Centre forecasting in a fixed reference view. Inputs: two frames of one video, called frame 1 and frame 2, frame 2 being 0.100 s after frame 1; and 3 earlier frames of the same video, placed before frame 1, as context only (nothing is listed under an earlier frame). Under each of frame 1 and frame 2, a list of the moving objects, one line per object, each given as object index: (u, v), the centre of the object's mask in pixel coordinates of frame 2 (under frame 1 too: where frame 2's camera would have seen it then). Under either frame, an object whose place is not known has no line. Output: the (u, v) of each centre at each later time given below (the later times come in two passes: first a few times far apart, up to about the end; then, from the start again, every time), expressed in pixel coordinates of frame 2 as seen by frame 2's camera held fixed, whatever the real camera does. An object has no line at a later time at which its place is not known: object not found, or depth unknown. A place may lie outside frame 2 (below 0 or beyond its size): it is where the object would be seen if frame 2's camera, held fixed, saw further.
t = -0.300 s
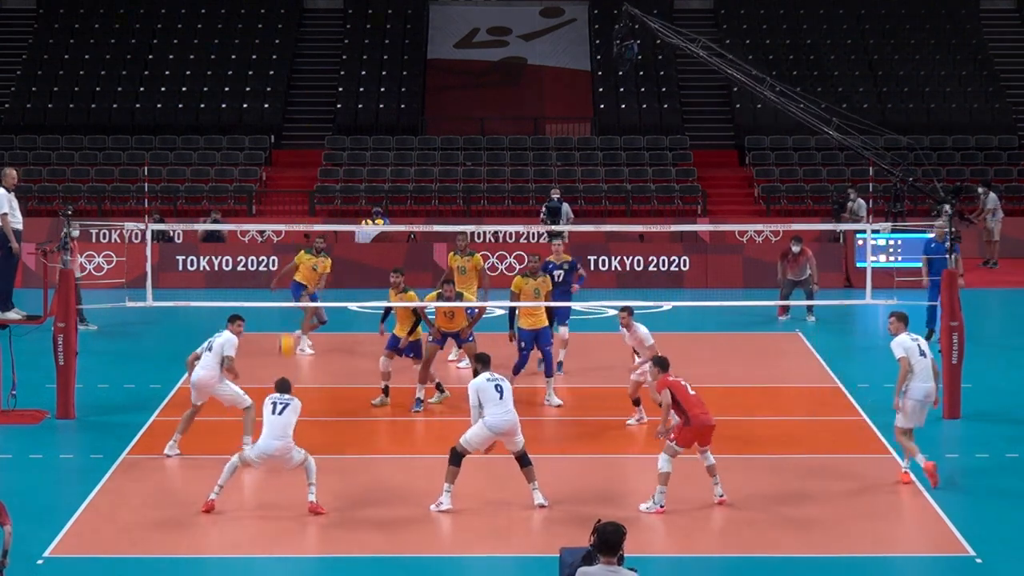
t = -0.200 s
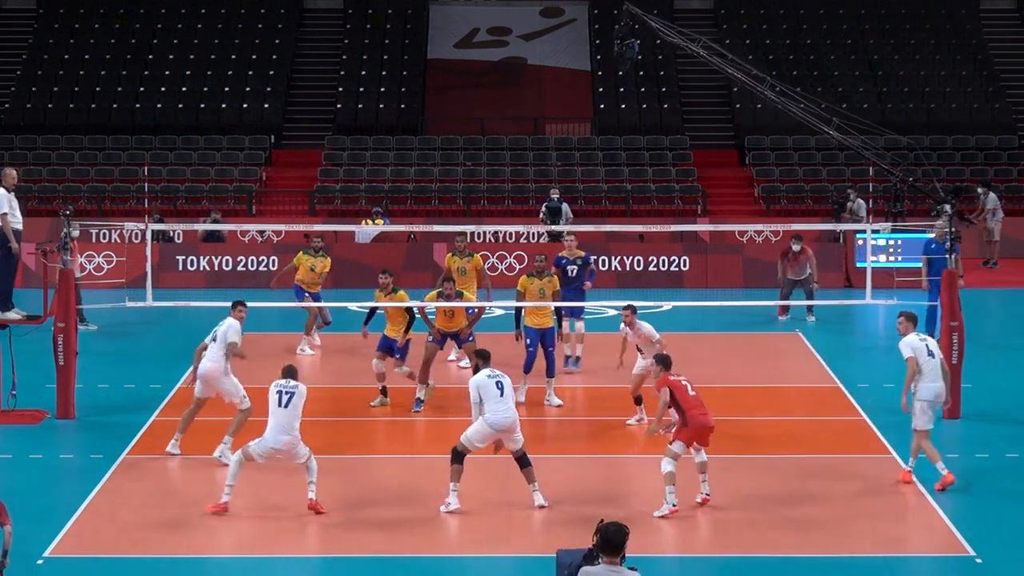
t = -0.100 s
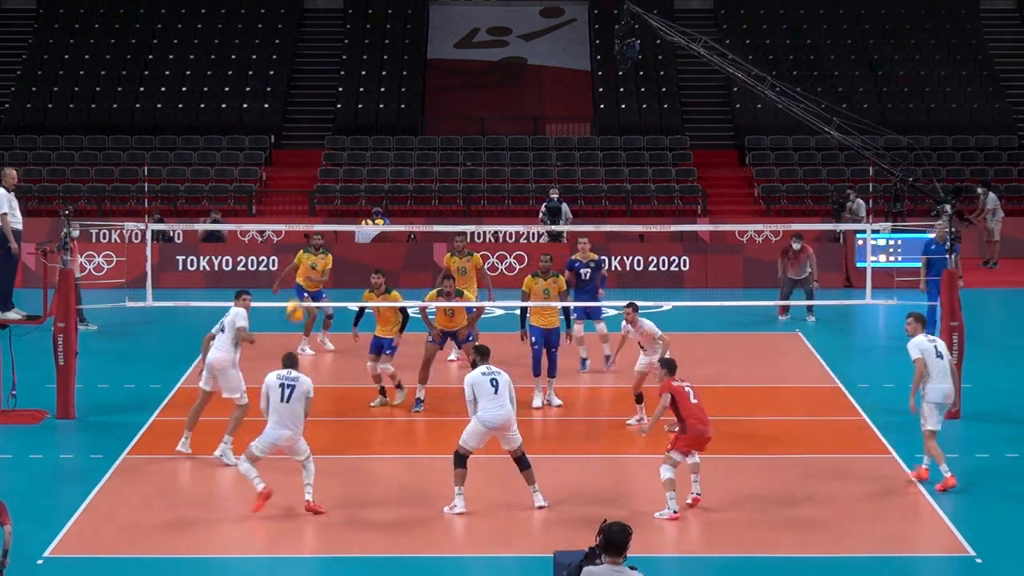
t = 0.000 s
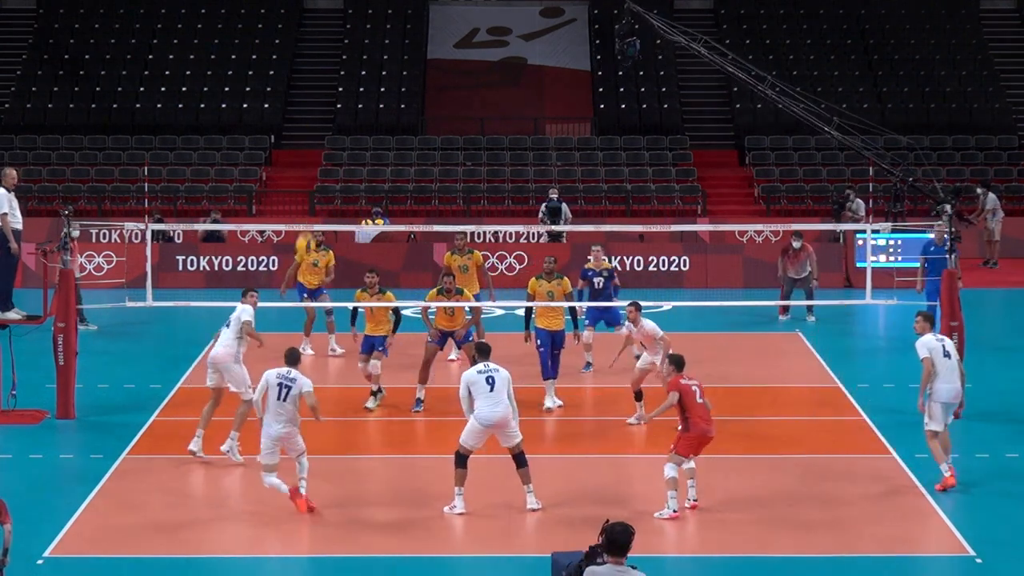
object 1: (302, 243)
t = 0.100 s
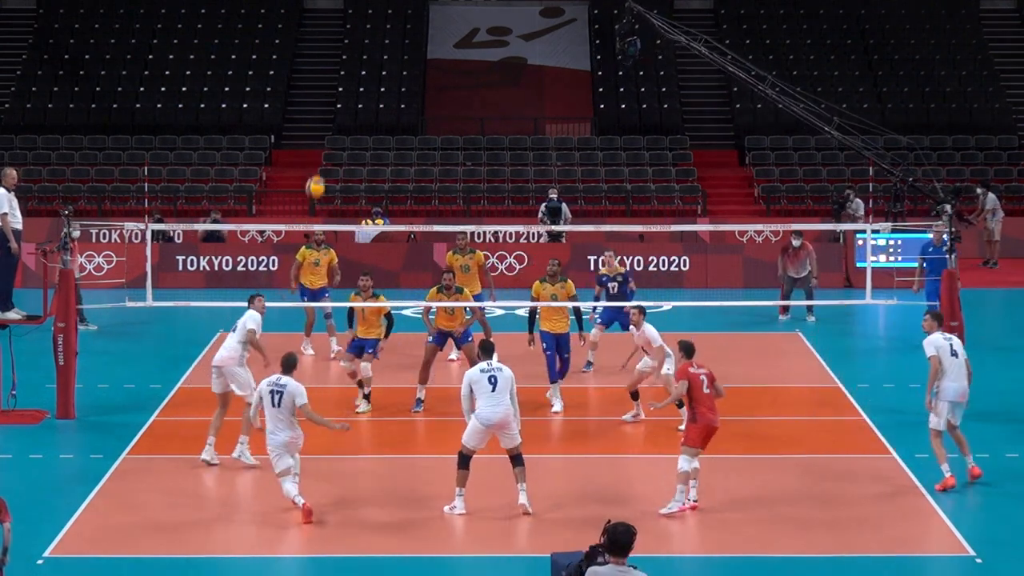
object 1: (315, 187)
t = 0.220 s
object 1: (326, 133)
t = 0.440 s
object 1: (346, 69)
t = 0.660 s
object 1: (364, 49)
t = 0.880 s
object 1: (381, 68)
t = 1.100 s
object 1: (396, 123)
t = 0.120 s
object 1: (317, 177)
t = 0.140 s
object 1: (319, 167)
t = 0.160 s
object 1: (321, 158)
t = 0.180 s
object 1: (322, 150)
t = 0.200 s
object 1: (324, 141)
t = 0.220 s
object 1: (326, 133)
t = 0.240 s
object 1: (328, 125)
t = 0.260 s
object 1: (330, 118)
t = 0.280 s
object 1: (332, 111)
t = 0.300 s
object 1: (333, 105)
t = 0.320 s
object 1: (335, 98)
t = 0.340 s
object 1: (337, 93)
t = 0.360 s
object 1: (338, 88)
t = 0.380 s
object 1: (340, 82)
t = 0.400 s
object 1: (342, 78)
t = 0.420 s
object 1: (344, 73)
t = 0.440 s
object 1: (346, 69)
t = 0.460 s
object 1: (348, 66)
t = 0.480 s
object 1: (349, 62)
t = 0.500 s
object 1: (351, 59)
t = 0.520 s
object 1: (353, 57)
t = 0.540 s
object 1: (354, 55)
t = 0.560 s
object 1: (356, 53)
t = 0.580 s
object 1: (358, 51)
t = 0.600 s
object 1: (359, 50)
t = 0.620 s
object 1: (361, 50)
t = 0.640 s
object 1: (362, 49)
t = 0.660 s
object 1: (364, 49)
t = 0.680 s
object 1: (365, 49)
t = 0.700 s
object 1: (367, 49)
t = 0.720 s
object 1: (368, 50)
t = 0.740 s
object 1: (370, 51)
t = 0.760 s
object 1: (372, 53)
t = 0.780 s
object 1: (373, 54)
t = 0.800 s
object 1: (374, 56)
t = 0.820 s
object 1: (376, 59)
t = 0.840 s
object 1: (378, 62)
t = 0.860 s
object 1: (379, 65)
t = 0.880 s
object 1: (381, 68)
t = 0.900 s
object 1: (382, 72)
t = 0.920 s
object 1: (383, 76)
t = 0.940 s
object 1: (385, 79)
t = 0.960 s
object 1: (386, 84)
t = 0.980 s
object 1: (387, 89)
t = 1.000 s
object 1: (389, 94)
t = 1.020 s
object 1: (391, 99)
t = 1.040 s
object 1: (392, 105)
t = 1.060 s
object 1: (394, 110)
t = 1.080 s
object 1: (395, 116)
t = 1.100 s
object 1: (396, 123)
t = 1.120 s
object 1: (398, 129)
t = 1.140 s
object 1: (399, 136)
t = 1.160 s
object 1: (400, 143)
